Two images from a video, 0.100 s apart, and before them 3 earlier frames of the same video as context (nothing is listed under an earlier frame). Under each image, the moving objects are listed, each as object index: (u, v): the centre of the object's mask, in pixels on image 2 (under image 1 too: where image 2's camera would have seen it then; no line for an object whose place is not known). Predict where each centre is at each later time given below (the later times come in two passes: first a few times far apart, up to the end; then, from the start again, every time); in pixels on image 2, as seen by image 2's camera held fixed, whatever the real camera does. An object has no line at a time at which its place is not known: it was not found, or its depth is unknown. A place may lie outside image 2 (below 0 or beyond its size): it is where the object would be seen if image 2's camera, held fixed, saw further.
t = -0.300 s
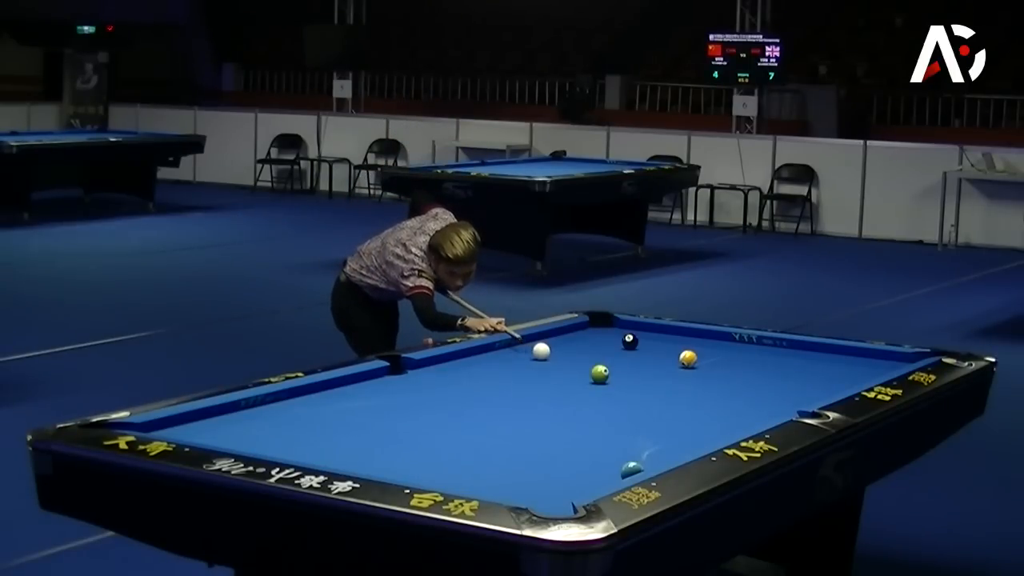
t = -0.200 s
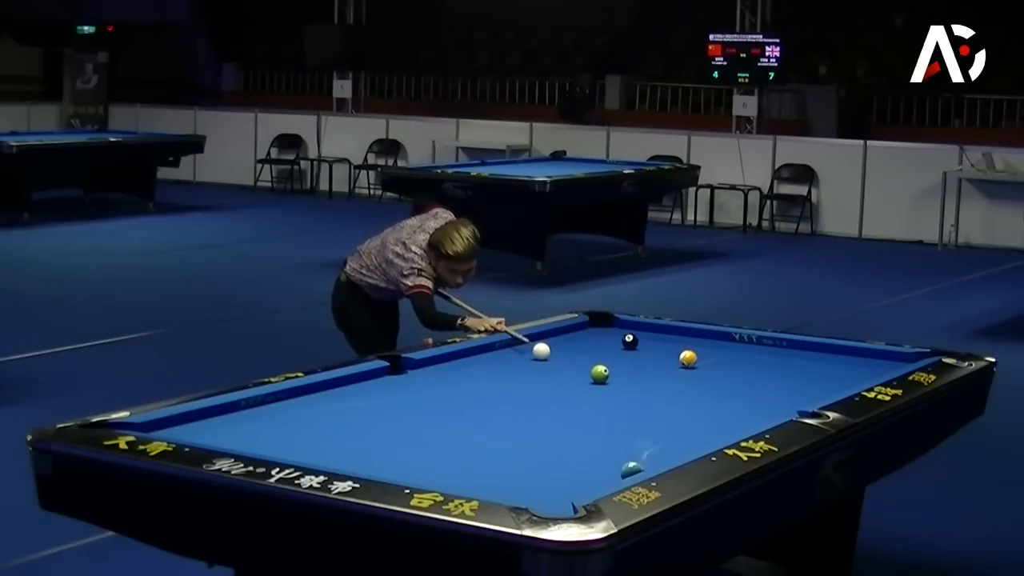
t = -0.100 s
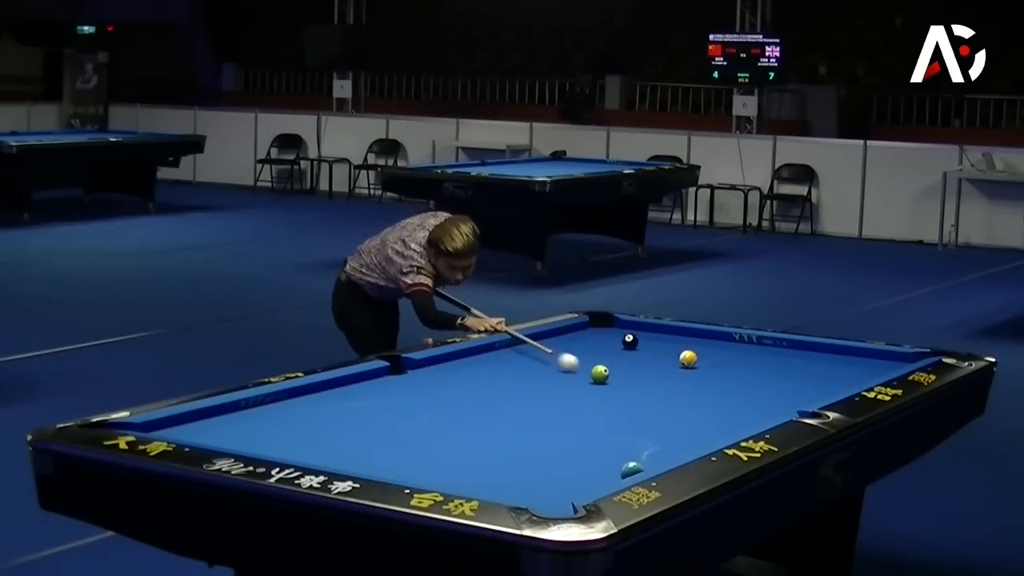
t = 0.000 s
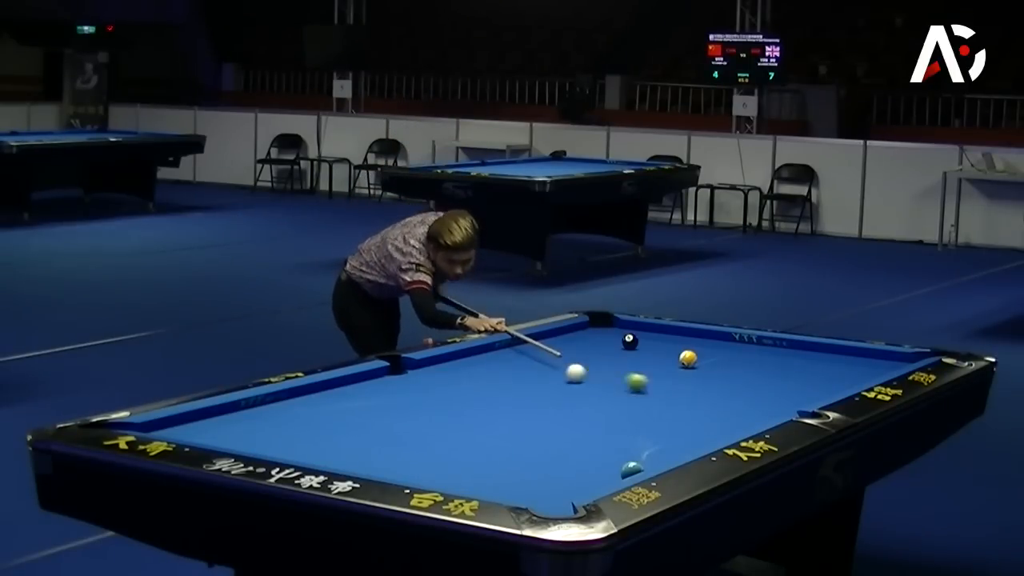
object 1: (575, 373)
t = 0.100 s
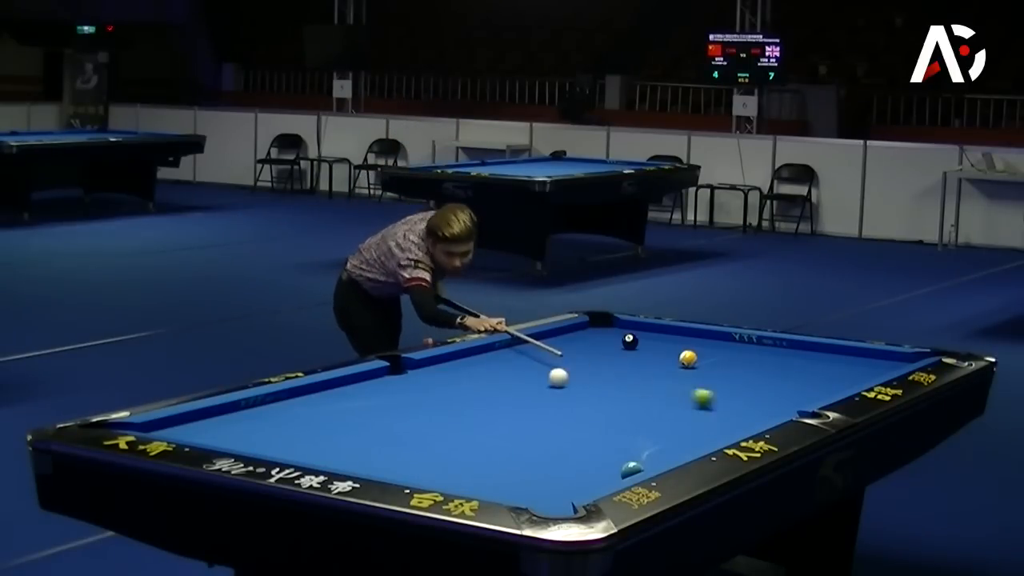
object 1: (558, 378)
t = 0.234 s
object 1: (542, 386)
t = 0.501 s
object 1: (519, 405)
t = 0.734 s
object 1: (497, 422)
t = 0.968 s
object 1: (472, 442)
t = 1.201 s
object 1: (446, 464)
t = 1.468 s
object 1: (428, 479)
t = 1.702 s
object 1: (472, 476)
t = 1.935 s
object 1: (510, 469)
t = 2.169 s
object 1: (546, 462)
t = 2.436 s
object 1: (584, 455)
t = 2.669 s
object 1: (614, 449)
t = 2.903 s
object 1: (643, 444)
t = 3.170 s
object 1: (672, 438)
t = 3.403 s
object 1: (696, 434)
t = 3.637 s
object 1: (717, 430)
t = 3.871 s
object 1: (737, 424)
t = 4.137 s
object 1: (758, 418)
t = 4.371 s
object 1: (775, 414)
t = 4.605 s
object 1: (791, 412)
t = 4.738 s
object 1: (793, 415)
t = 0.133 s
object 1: (553, 380)
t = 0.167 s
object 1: (549, 382)
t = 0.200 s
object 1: (545, 384)
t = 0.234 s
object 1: (542, 386)
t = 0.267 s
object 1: (539, 388)
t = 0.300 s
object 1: (536, 390)
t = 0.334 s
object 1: (534, 393)
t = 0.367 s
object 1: (531, 395)
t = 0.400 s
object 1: (528, 397)
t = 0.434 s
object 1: (525, 400)
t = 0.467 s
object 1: (522, 402)
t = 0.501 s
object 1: (519, 405)
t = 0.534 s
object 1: (515, 407)
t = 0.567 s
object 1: (513, 409)
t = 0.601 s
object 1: (509, 412)
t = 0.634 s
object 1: (506, 414)
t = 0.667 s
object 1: (503, 417)
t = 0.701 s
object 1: (500, 420)
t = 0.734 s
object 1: (497, 422)
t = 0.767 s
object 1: (493, 425)
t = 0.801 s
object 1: (490, 428)
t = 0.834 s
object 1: (486, 431)
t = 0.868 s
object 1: (483, 434)
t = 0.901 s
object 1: (479, 437)
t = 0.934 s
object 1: (476, 439)
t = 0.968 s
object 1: (472, 442)
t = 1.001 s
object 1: (469, 445)
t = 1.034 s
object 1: (465, 448)
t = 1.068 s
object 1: (461, 451)
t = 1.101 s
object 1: (458, 455)
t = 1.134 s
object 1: (454, 458)
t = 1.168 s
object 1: (450, 461)
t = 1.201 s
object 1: (446, 464)
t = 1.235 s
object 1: (442, 467)
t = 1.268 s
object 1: (438, 471)
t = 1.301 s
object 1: (435, 473)
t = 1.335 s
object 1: (430, 475)
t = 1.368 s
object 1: (426, 477)
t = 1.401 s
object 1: (422, 478)
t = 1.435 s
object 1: (420, 480)
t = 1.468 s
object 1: (428, 479)
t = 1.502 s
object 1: (435, 478)
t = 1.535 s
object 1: (442, 478)
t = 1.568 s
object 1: (448, 478)
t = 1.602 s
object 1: (454, 478)
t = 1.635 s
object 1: (460, 477)
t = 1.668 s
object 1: (466, 476)
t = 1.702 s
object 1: (472, 476)
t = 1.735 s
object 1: (477, 475)
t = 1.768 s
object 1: (483, 474)
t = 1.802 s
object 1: (488, 473)
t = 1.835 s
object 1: (494, 472)
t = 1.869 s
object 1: (499, 471)
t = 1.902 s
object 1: (505, 470)
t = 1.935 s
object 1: (510, 469)
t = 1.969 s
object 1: (516, 468)
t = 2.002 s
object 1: (521, 467)
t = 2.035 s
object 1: (526, 466)
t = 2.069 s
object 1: (531, 465)
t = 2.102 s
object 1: (536, 464)
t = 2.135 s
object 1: (541, 463)
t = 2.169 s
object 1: (546, 462)
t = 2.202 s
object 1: (551, 461)
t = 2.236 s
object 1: (556, 460)
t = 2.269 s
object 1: (561, 459)
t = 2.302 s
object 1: (566, 458)
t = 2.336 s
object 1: (570, 457)
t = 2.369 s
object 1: (575, 456)
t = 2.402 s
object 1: (580, 455)
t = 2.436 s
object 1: (584, 455)
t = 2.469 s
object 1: (588, 454)
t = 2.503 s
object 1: (593, 453)
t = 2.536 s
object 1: (597, 452)
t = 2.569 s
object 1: (602, 452)
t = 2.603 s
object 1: (606, 451)
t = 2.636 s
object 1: (610, 450)
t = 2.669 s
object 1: (614, 449)
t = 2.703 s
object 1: (618, 448)
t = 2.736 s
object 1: (622, 448)
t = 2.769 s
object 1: (627, 447)
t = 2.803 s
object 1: (631, 446)
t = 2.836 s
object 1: (635, 445)
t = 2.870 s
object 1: (639, 445)
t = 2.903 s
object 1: (643, 444)
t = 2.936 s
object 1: (646, 443)
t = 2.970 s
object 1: (650, 443)
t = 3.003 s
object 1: (654, 442)
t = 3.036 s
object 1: (657, 441)
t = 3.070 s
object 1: (661, 440)
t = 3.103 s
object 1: (665, 440)
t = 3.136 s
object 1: (668, 439)
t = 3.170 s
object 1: (672, 438)
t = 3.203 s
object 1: (676, 438)
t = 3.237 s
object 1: (679, 437)
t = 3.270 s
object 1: (682, 436)
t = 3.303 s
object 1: (686, 436)
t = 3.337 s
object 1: (689, 435)
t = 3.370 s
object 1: (692, 435)
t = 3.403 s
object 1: (696, 434)
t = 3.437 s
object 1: (699, 434)
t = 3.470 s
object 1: (702, 433)
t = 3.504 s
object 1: (705, 432)
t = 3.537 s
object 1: (708, 431)
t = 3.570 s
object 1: (711, 431)
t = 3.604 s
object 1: (714, 430)
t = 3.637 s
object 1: (717, 430)
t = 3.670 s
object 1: (720, 429)
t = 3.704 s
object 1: (723, 428)
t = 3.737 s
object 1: (726, 427)
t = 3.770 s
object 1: (729, 427)
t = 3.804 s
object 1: (732, 426)
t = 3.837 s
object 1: (735, 425)
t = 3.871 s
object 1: (737, 424)
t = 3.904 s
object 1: (740, 424)
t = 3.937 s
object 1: (743, 423)
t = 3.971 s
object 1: (746, 422)
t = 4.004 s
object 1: (748, 421)
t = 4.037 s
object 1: (751, 420)
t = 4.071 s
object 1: (753, 420)
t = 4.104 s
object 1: (756, 419)
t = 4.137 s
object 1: (758, 418)
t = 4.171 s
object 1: (761, 418)
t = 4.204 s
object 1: (763, 417)
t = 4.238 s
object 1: (766, 417)
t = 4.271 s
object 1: (768, 416)
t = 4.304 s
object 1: (770, 416)
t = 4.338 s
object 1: (773, 415)
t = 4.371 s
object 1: (775, 414)
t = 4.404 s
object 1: (778, 414)
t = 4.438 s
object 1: (780, 413)
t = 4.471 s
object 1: (783, 413)
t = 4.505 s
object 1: (785, 412)
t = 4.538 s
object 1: (788, 412)
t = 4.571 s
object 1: (790, 412)
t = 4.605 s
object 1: (791, 412)
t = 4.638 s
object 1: (791, 413)
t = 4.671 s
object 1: (791, 413)
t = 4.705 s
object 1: (791, 414)
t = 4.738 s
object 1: (793, 415)
